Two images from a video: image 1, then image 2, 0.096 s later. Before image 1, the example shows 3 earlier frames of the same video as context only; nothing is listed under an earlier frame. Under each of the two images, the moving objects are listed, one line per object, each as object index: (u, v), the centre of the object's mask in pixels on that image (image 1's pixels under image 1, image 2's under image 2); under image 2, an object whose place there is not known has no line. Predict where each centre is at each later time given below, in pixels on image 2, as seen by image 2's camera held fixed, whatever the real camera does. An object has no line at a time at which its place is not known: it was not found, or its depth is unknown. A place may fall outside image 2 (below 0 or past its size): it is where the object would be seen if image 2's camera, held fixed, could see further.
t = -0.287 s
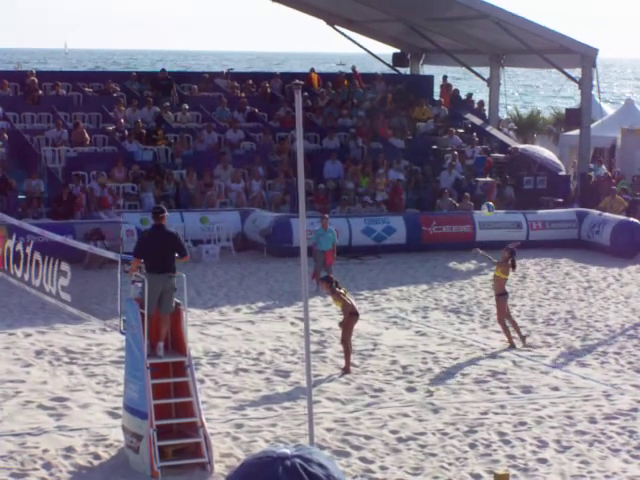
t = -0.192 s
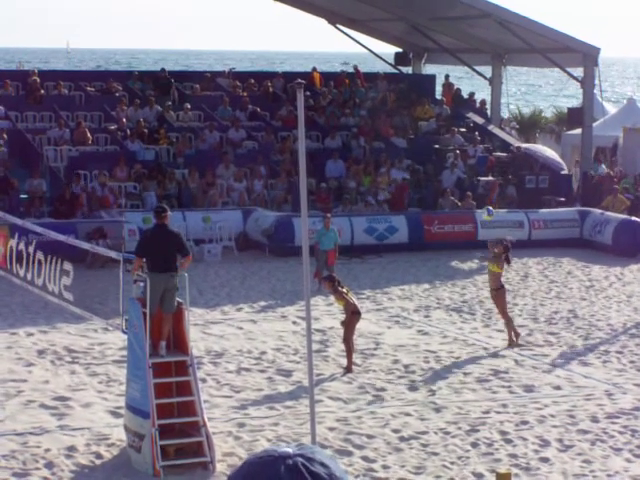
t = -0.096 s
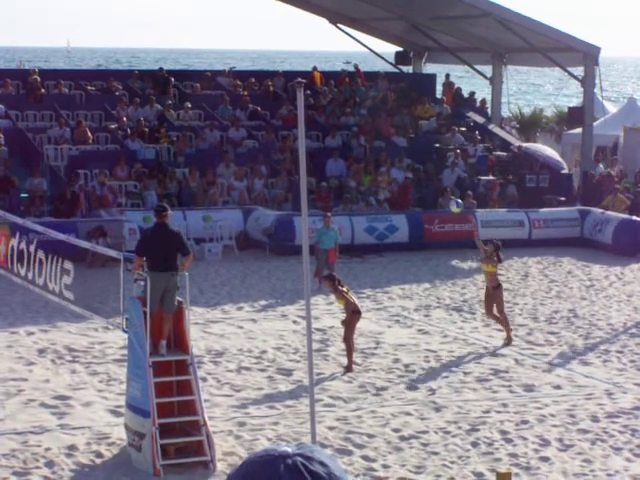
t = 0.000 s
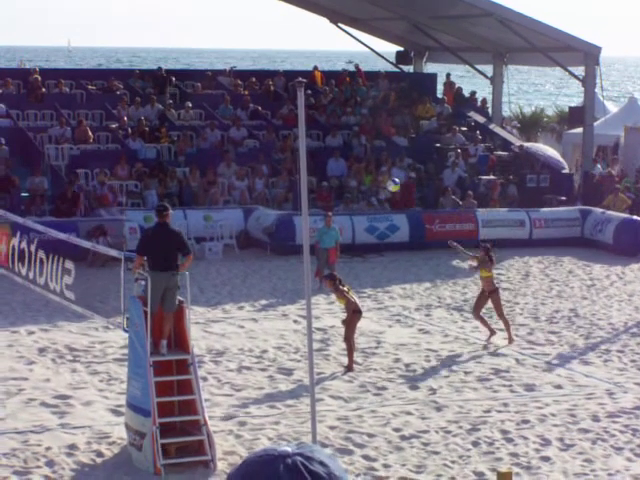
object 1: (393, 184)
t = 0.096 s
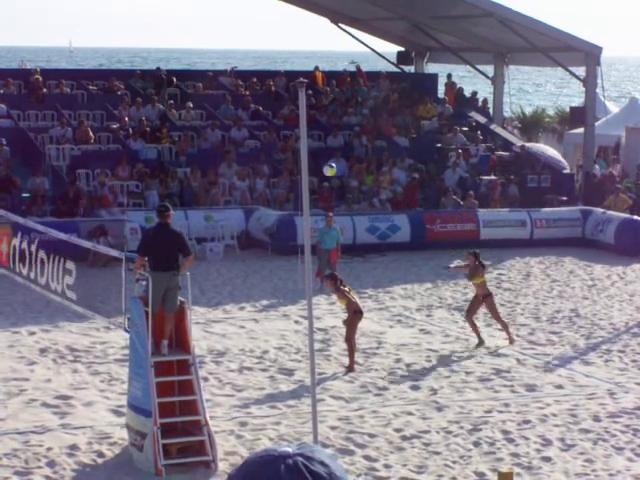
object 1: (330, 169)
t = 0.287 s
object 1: (198, 154)
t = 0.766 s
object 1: (-152, 224)
